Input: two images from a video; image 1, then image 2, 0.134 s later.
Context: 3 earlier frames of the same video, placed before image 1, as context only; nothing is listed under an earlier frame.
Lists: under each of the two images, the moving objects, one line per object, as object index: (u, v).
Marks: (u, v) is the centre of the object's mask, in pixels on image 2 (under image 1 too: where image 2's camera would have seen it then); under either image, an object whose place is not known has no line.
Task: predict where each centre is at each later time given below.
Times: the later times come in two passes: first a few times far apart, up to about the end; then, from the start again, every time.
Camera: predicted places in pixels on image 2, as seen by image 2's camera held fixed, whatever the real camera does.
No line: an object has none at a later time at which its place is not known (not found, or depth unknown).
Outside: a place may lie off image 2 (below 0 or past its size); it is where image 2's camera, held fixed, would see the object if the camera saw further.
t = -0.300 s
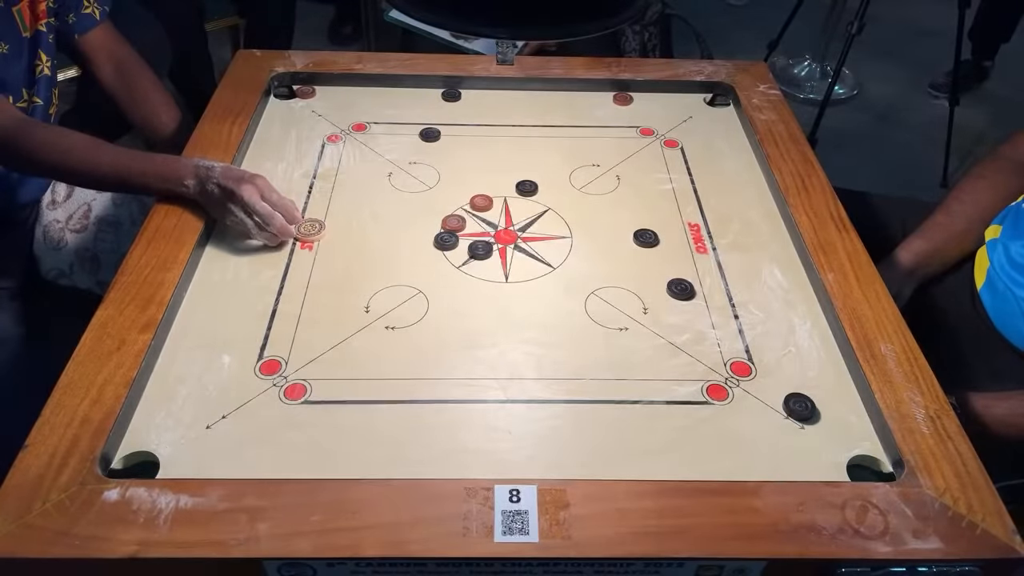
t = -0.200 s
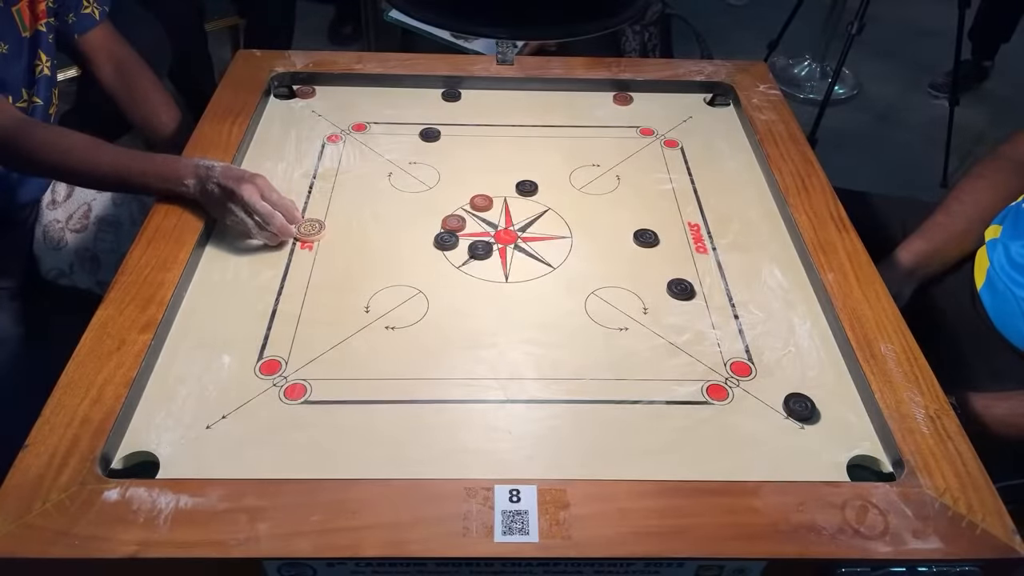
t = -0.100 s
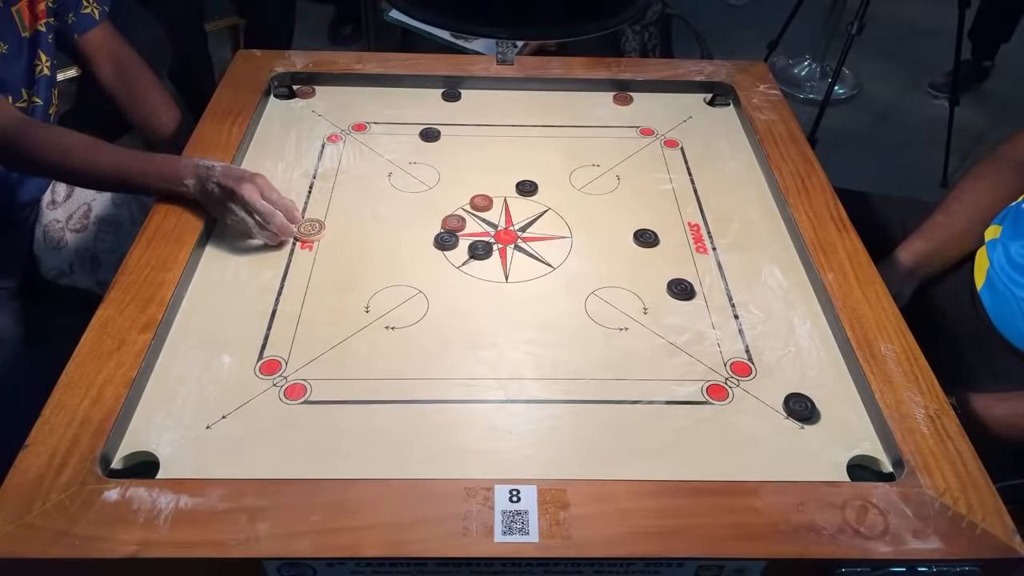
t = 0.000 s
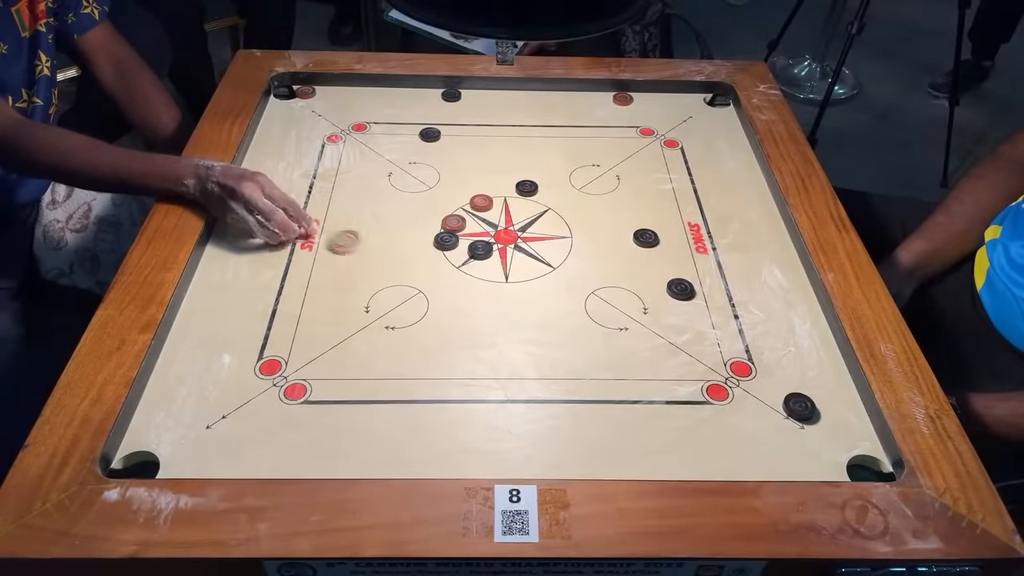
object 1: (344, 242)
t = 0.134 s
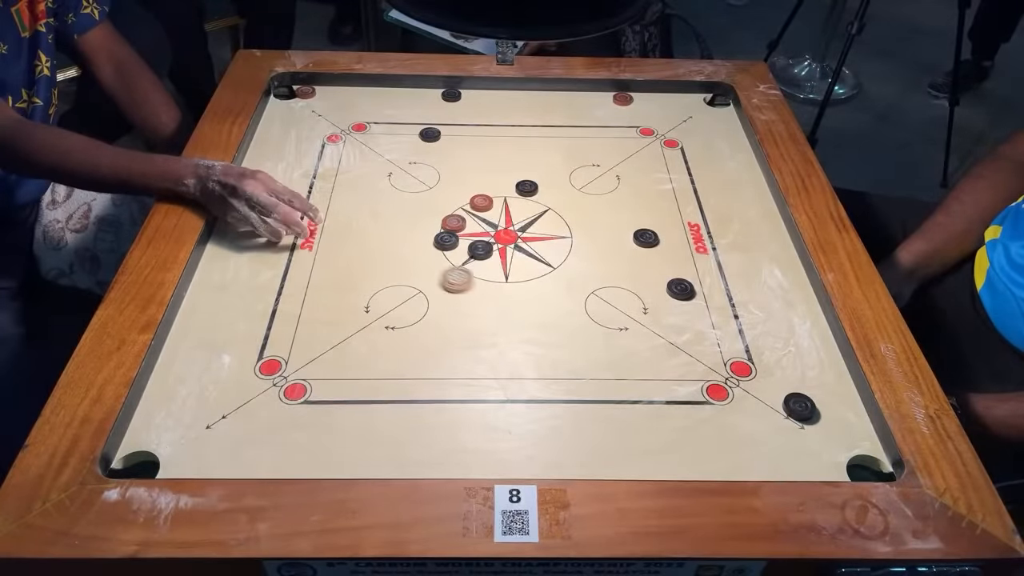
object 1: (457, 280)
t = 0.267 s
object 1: (569, 317)
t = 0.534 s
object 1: (804, 387)
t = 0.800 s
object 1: (791, 395)
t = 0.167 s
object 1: (485, 289)
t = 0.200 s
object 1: (513, 298)
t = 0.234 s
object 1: (541, 308)
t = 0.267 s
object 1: (569, 317)
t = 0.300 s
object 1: (597, 326)
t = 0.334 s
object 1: (626, 335)
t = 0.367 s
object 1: (654, 345)
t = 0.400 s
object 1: (682, 354)
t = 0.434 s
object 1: (710, 363)
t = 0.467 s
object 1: (738, 372)
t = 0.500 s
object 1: (787, 385)
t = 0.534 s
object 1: (804, 387)
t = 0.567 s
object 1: (820, 388)
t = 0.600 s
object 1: (835, 390)
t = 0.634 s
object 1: (833, 391)
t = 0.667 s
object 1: (823, 392)
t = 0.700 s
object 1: (814, 393)
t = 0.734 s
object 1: (806, 394)
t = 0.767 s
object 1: (797, 394)
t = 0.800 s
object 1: (791, 395)
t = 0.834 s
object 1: (785, 395)
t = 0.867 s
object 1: (780, 395)
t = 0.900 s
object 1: (776, 396)
